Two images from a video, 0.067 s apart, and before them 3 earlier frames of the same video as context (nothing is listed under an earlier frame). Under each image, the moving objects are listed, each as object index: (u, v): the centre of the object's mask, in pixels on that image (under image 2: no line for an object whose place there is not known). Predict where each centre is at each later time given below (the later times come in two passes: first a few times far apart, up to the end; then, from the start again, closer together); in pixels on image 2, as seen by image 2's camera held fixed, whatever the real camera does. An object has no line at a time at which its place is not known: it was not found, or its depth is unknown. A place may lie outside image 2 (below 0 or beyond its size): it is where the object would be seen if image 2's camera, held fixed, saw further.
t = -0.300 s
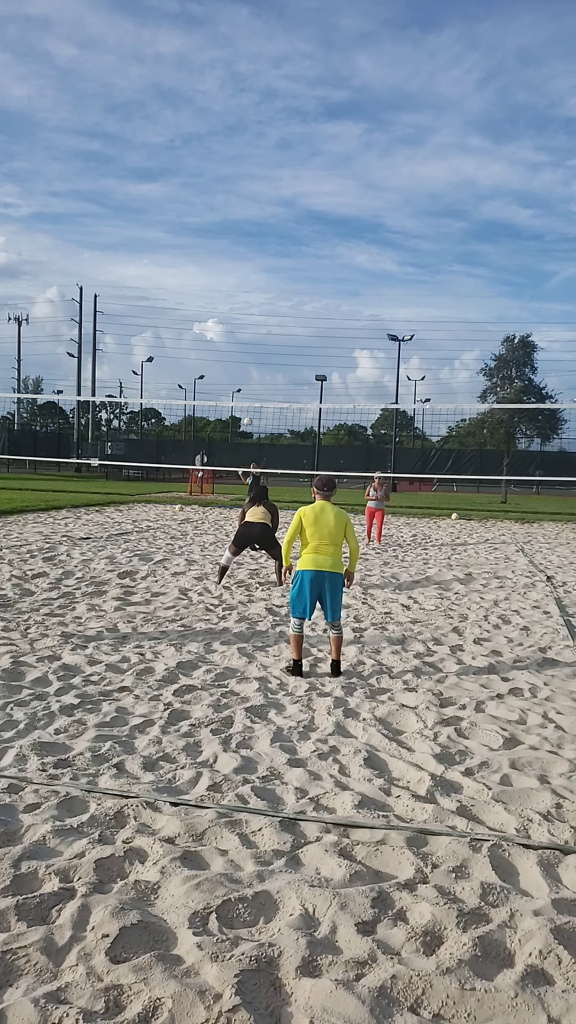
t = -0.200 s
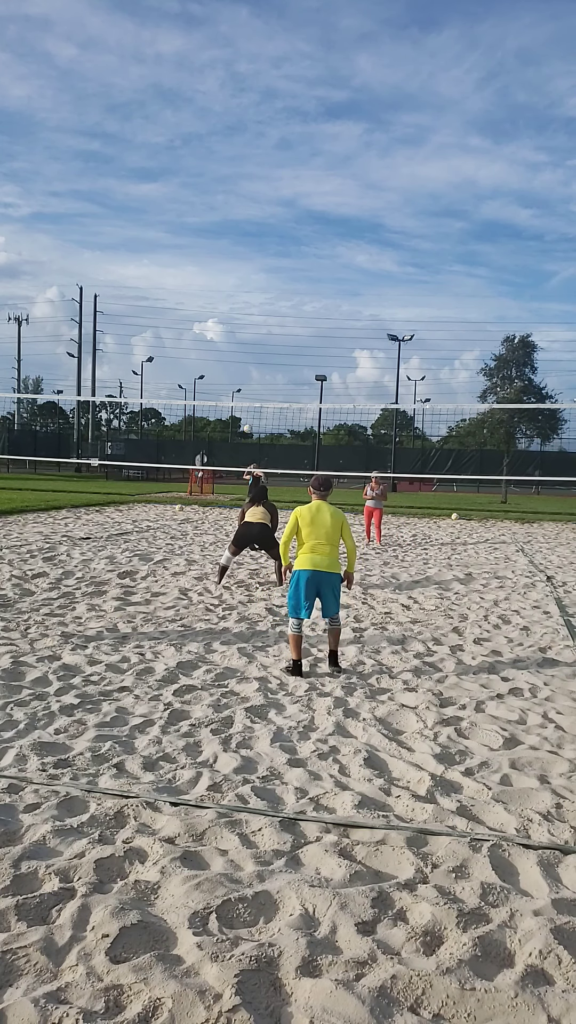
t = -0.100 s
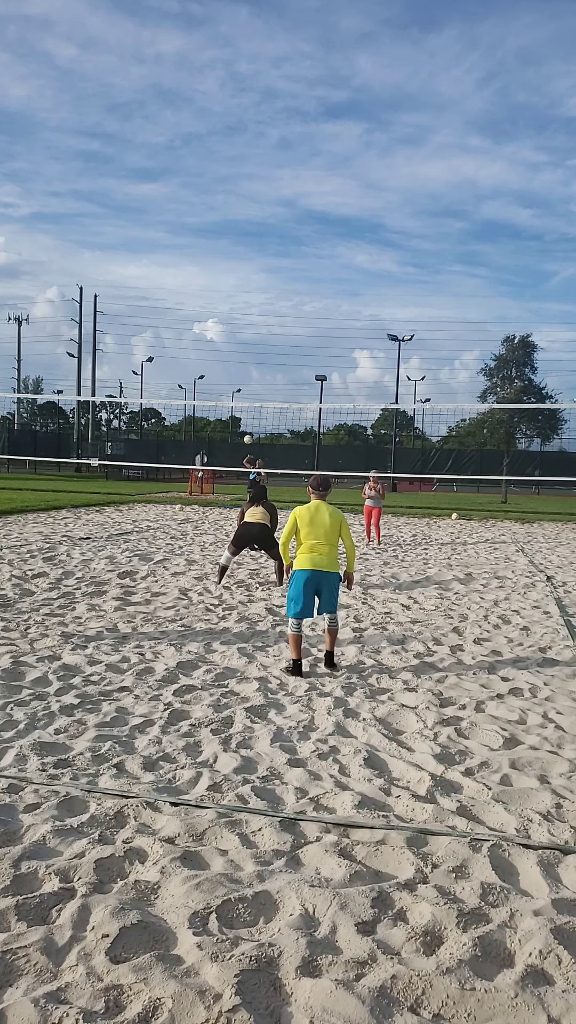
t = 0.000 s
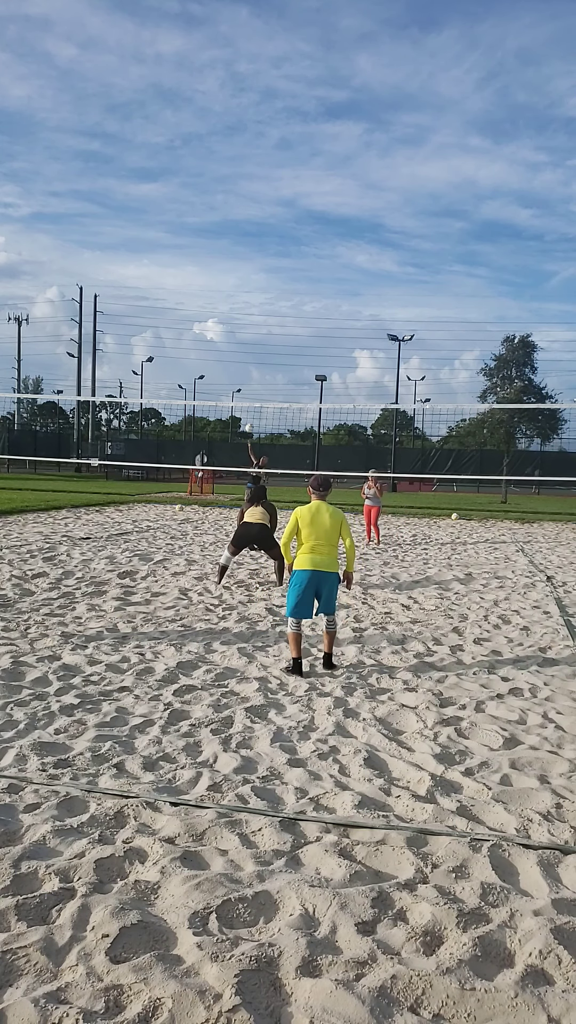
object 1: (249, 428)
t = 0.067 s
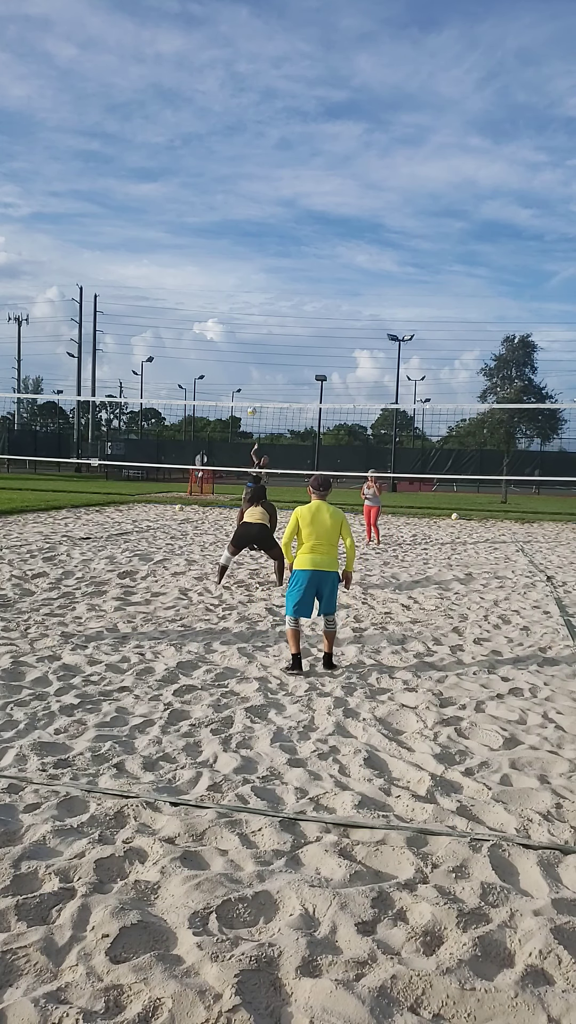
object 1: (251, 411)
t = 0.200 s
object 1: (258, 381)
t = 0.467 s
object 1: (275, 334)
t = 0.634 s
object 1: (291, 319)
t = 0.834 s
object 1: (317, 324)
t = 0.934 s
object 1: (333, 339)
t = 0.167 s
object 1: (256, 388)
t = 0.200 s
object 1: (258, 381)
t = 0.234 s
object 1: (259, 374)
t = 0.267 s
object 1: (261, 367)
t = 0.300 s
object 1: (263, 361)
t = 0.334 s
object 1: (265, 355)
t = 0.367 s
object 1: (267, 349)
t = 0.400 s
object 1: (270, 343)
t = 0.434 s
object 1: (272, 339)
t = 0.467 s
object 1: (275, 334)
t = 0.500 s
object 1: (278, 330)
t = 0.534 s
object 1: (281, 326)
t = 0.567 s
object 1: (284, 323)
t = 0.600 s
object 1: (288, 321)
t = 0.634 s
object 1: (291, 319)
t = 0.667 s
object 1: (295, 318)
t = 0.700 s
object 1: (299, 317)
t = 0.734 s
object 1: (303, 317)
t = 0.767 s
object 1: (308, 319)
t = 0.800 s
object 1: (312, 321)
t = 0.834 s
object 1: (317, 324)
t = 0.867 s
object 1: (322, 328)
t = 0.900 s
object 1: (328, 332)
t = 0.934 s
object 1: (333, 339)
